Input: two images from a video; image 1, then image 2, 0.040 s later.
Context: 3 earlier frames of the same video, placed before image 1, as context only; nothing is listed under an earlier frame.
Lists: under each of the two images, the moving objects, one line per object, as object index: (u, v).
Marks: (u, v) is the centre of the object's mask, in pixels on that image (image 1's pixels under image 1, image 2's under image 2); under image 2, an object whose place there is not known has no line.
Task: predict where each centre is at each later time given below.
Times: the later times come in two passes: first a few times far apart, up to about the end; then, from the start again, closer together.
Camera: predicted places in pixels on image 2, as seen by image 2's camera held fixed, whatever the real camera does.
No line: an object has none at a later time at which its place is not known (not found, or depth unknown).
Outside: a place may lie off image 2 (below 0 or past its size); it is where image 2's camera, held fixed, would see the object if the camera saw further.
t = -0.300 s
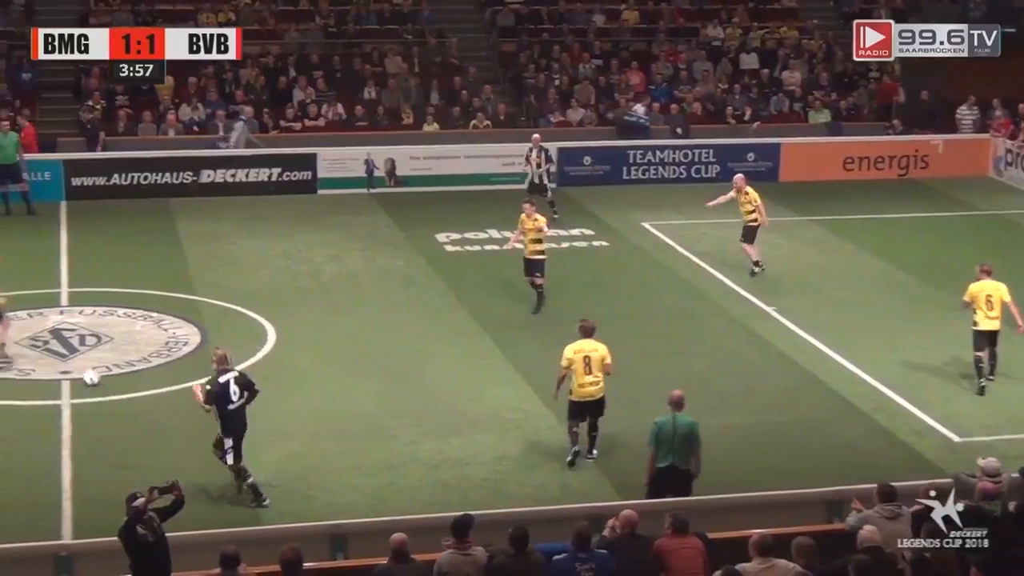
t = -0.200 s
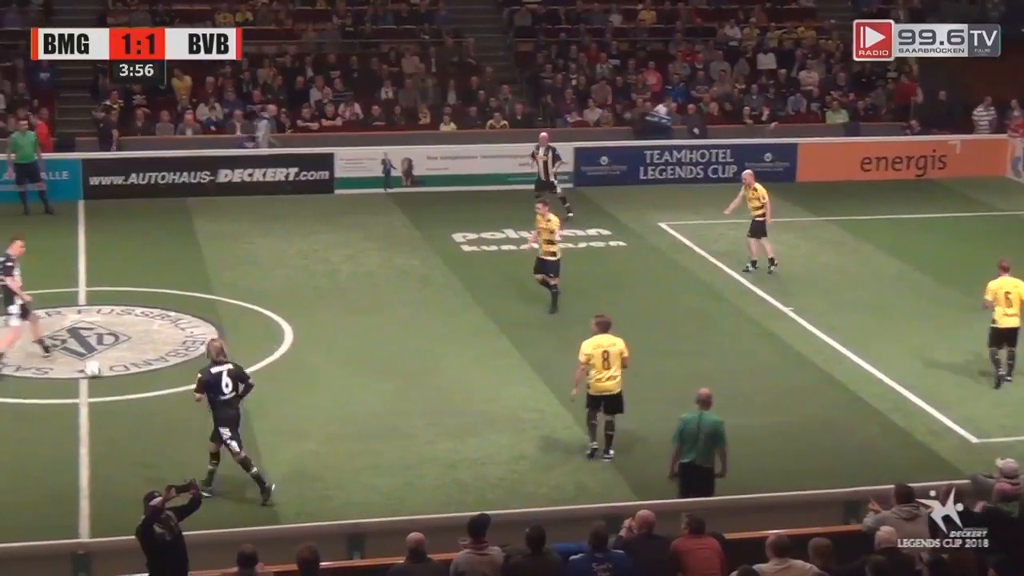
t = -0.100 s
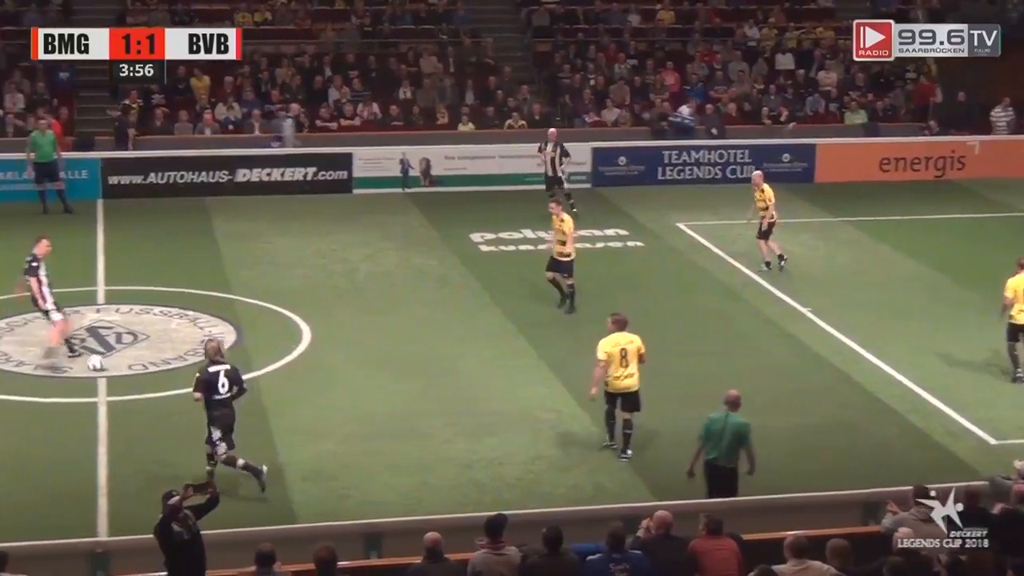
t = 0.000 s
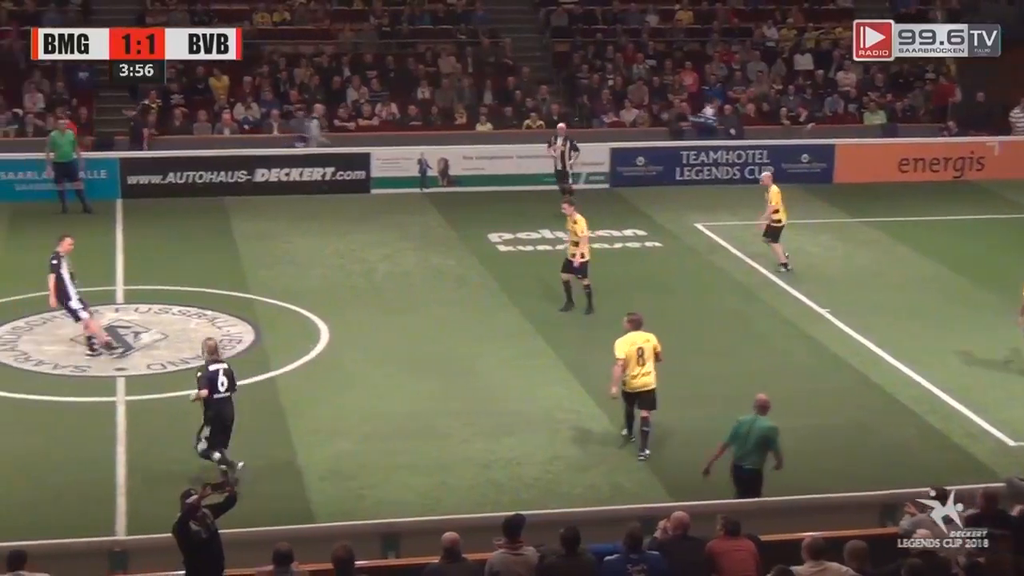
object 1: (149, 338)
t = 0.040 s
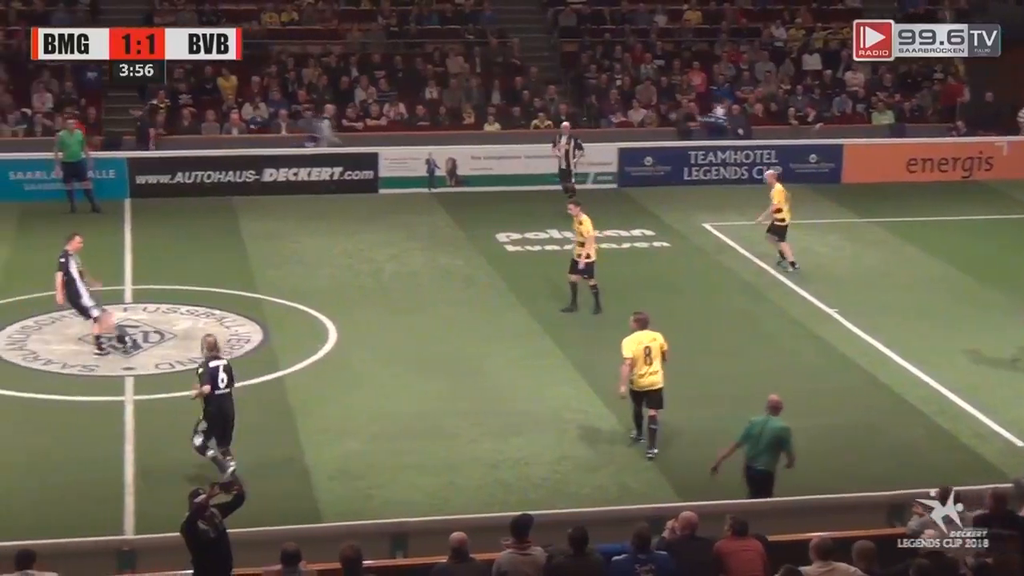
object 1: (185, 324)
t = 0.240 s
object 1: (305, 285)
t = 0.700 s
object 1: (459, 226)
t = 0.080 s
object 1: (212, 313)
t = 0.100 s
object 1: (225, 309)
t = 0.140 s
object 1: (248, 302)
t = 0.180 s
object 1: (272, 293)
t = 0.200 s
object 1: (284, 290)
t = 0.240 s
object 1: (305, 285)
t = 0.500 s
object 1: (408, 245)
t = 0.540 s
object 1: (420, 240)
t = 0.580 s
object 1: (431, 237)
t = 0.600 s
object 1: (437, 236)
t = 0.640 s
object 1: (448, 234)
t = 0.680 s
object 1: (456, 228)
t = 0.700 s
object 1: (459, 226)
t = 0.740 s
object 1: (467, 218)
